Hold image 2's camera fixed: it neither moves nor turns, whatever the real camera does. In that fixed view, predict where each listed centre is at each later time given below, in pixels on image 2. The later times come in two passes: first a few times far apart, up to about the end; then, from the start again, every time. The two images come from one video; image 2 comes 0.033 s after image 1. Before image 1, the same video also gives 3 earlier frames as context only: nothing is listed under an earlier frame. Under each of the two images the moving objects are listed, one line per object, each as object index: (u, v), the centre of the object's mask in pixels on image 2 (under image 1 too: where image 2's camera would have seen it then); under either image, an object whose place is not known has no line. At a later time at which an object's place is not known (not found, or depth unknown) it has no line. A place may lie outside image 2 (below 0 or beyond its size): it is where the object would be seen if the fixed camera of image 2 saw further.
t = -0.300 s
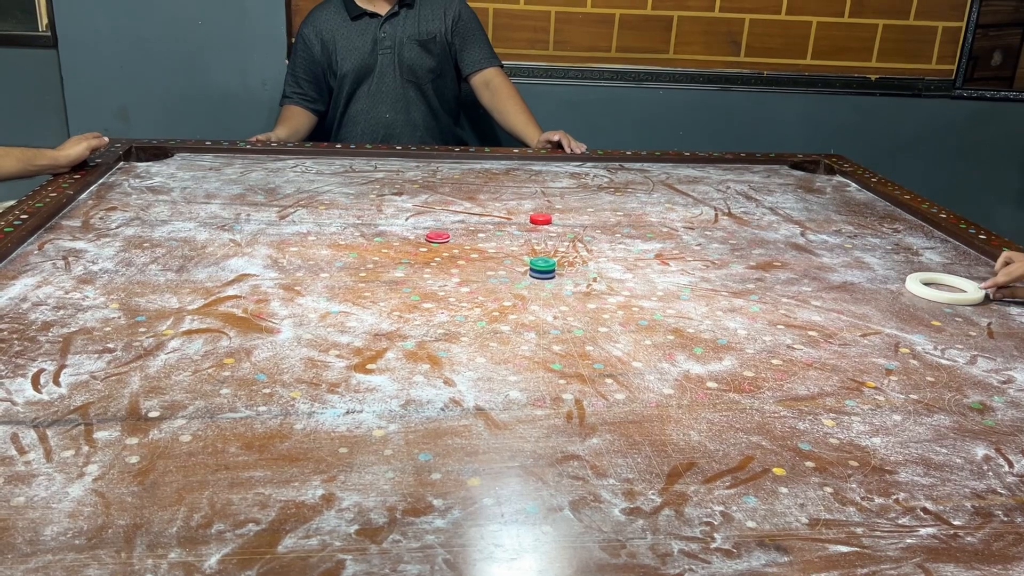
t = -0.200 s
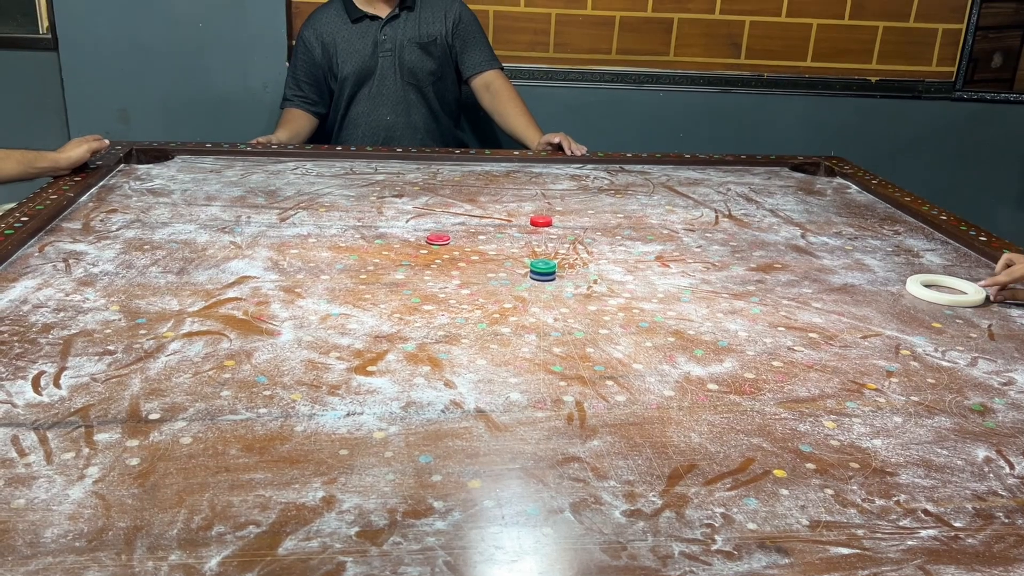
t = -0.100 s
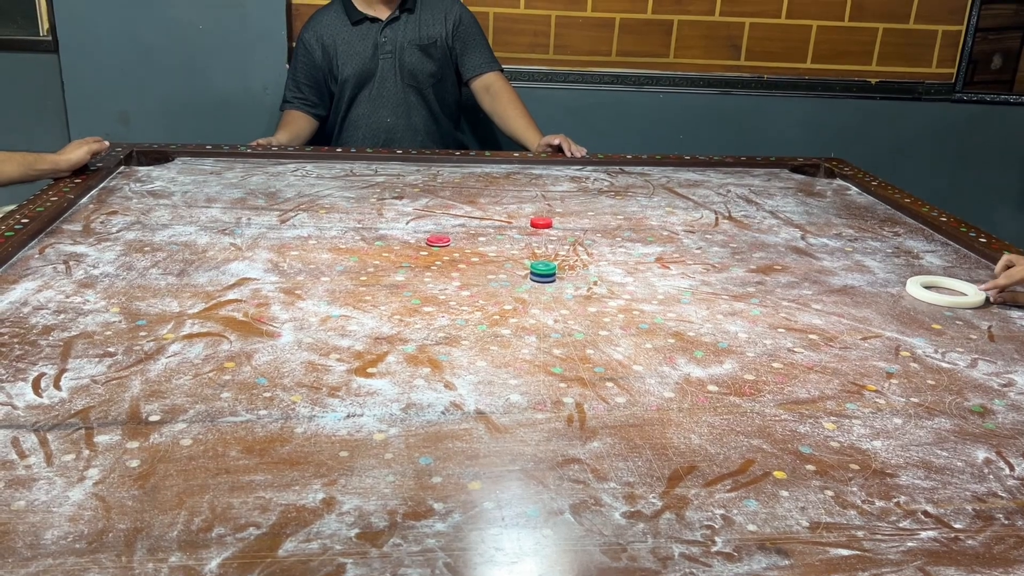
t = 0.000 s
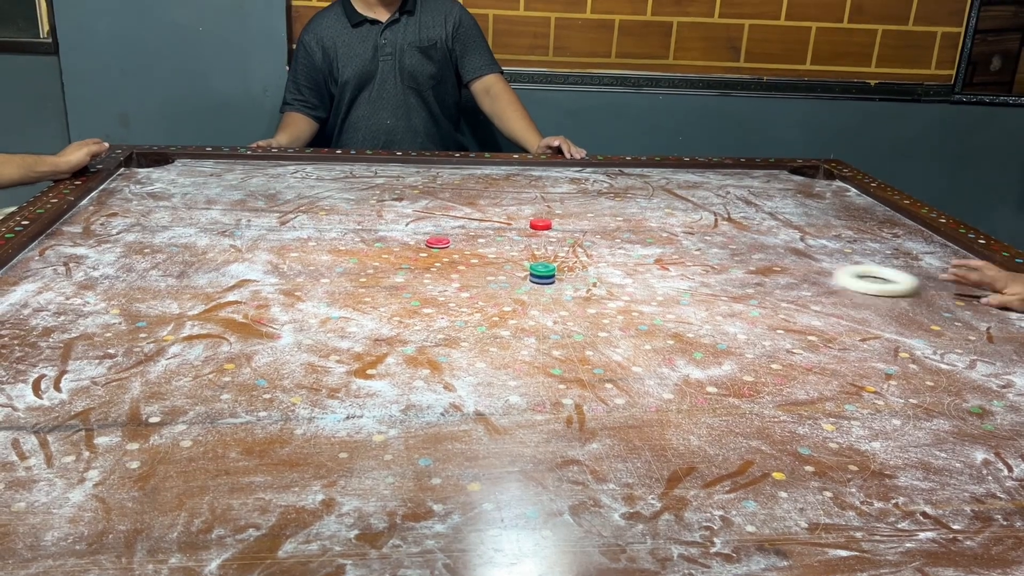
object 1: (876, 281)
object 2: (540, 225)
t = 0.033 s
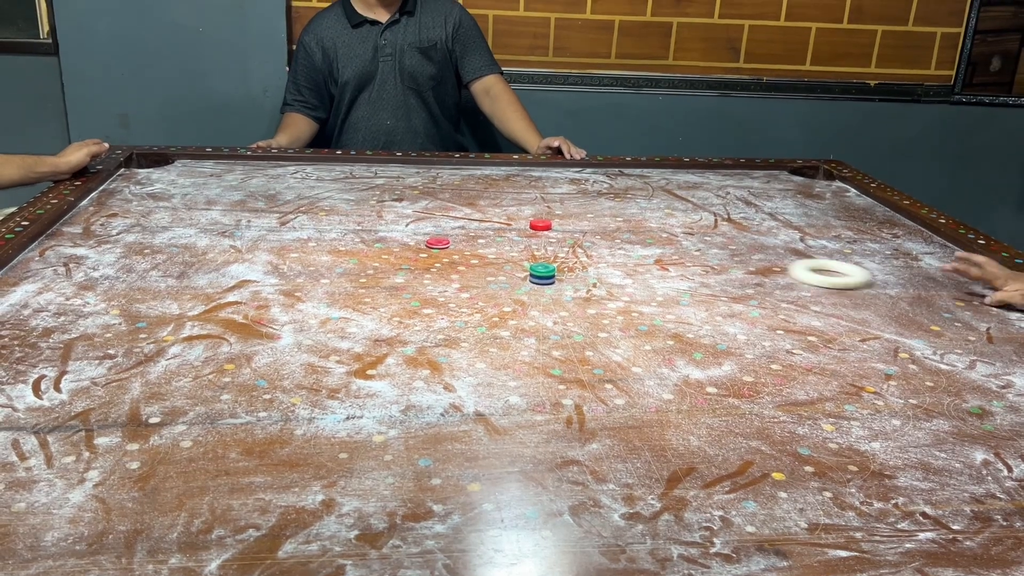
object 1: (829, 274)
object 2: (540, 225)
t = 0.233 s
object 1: (591, 236)
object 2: (541, 225)
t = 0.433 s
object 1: (438, 215)
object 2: (392, 189)
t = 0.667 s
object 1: (286, 193)
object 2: (246, 166)
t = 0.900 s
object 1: (158, 174)
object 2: (108, 188)
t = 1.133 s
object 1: (243, 167)
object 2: (124, 219)
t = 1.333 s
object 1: (318, 168)
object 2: (141, 248)
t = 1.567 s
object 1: (388, 176)
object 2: (167, 288)
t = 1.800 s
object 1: (453, 182)
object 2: (195, 332)
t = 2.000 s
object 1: (503, 187)
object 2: (223, 373)
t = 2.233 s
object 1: (559, 192)
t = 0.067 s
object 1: (786, 267)
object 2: (540, 225)
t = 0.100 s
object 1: (744, 260)
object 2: (540, 225)
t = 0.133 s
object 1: (703, 254)
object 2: (540, 225)
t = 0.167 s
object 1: (664, 247)
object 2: (541, 225)
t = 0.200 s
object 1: (627, 241)
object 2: (541, 225)
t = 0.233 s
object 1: (591, 236)
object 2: (541, 225)
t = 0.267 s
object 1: (561, 231)
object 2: (523, 220)
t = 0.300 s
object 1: (535, 228)
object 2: (497, 214)
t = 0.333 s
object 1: (511, 225)
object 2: (468, 208)
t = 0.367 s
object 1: (485, 221)
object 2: (442, 201)
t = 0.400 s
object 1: (461, 218)
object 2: (416, 195)
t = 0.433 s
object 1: (438, 215)
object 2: (392, 189)
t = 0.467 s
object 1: (415, 211)
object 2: (367, 184)
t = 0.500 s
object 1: (392, 208)
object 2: (345, 178)
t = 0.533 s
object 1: (370, 205)
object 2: (324, 173)
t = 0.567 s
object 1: (349, 202)
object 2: (303, 168)
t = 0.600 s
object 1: (328, 199)
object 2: (282, 163)
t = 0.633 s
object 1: (307, 196)
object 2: (265, 163)
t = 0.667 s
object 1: (286, 193)
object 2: (246, 166)
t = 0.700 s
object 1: (267, 190)
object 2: (227, 169)
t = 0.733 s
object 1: (248, 187)
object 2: (207, 172)
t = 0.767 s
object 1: (229, 184)
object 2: (188, 175)
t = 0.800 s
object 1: (211, 182)
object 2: (168, 177)
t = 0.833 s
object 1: (193, 179)
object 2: (147, 181)
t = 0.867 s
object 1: (176, 176)
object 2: (126, 184)
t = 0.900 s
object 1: (158, 174)
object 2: (108, 188)
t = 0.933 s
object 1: (146, 172)
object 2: (111, 192)
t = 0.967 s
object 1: (163, 171)
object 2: (112, 196)
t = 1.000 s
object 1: (180, 170)
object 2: (114, 200)
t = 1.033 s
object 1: (196, 169)
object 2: (117, 205)
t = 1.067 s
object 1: (212, 168)
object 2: (119, 209)
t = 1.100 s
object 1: (228, 167)
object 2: (122, 214)
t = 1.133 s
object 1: (243, 167)
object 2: (124, 219)
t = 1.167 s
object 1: (257, 166)
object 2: (127, 224)
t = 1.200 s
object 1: (272, 165)
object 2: (129, 228)
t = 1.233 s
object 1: (285, 165)
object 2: (132, 233)
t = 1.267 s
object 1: (296, 166)
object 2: (135, 238)
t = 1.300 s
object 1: (307, 167)
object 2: (138, 243)
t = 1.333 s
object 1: (318, 168)
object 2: (141, 248)
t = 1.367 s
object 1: (328, 169)
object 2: (145, 254)
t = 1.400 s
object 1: (339, 171)
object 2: (148, 259)
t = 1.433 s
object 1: (349, 171)
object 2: (152, 264)
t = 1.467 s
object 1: (359, 172)
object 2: (155, 270)
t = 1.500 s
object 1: (369, 174)
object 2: (159, 275)
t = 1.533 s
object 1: (378, 175)
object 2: (162, 282)
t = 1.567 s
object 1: (388, 176)
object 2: (167, 288)
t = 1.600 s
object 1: (398, 177)
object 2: (170, 293)
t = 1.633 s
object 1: (407, 178)
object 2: (175, 299)
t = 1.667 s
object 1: (417, 179)
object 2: (179, 306)
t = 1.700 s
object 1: (426, 179)
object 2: (182, 312)
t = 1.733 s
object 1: (435, 180)
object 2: (187, 319)
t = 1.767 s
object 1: (444, 181)
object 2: (191, 325)
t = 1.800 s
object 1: (453, 182)
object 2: (195, 332)
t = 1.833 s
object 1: (461, 183)
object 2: (200, 339)
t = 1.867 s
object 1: (470, 184)
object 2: (204, 345)
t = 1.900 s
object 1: (478, 184)
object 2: (209, 353)
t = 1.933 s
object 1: (486, 186)
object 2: (213, 359)
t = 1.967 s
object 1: (494, 186)
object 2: (218, 366)
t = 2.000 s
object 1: (503, 187)
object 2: (223, 373)
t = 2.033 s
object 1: (511, 188)
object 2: (227, 380)
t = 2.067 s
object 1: (519, 188)
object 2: (232, 387)
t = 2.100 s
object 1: (527, 189)
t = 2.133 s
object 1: (535, 190)
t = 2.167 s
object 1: (543, 190)
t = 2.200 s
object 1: (551, 191)
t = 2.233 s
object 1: (559, 192)
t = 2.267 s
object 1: (565, 193)
